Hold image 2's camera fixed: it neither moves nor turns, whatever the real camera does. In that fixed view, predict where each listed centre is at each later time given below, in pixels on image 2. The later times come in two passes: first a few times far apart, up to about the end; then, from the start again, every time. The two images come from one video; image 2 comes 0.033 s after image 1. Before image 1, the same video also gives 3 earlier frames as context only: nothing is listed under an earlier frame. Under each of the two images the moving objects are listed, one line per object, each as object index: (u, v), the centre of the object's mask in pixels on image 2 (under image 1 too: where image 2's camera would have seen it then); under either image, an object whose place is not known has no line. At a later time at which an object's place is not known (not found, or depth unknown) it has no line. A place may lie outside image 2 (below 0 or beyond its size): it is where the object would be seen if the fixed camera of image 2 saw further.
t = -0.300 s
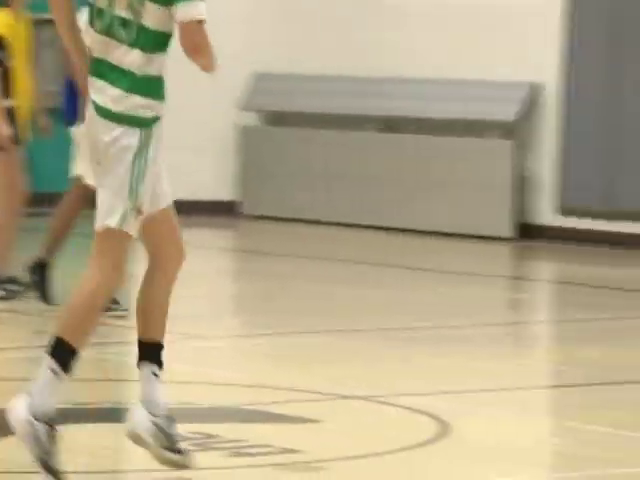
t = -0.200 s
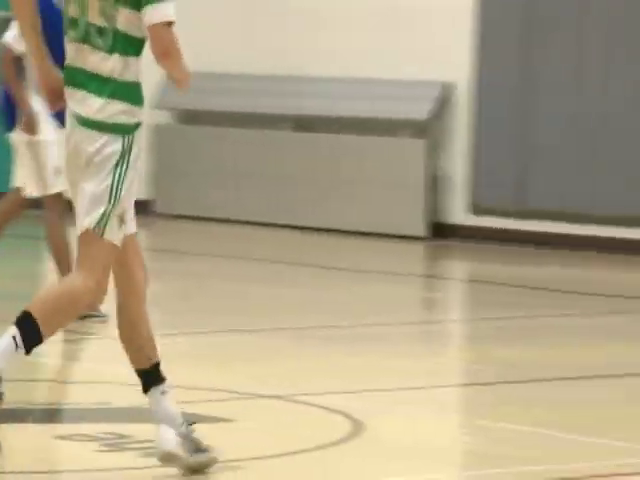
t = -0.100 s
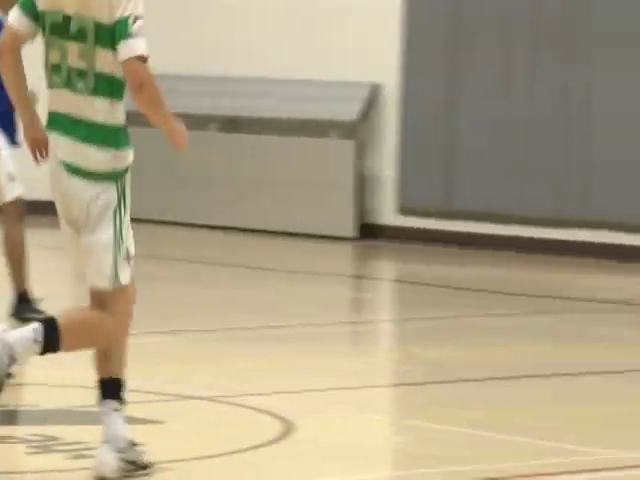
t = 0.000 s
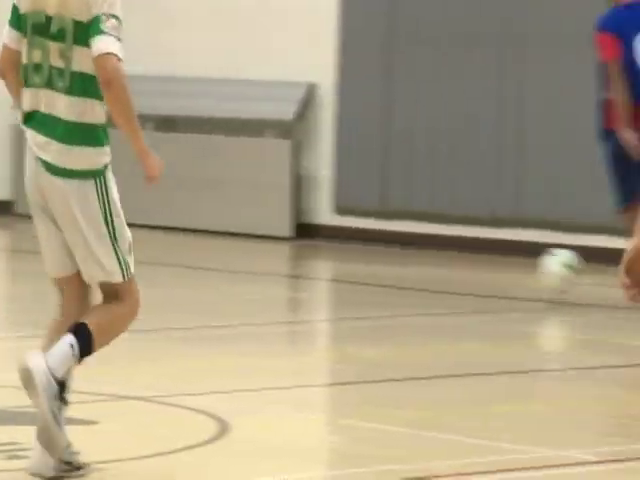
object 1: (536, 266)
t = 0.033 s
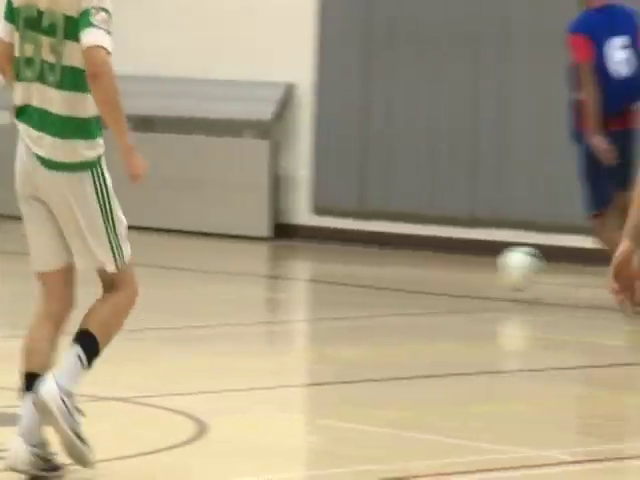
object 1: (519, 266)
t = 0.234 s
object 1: (430, 263)
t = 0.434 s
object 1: (357, 261)
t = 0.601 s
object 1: (301, 257)
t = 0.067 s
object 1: (502, 265)
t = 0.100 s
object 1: (486, 264)
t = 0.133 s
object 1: (469, 274)
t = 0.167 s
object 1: (454, 269)
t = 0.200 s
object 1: (441, 265)
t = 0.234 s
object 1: (430, 263)
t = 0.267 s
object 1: (417, 262)
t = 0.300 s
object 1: (405, 264)
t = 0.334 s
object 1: (391, 268)
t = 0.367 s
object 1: (379, 266)
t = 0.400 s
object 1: (368, 263)
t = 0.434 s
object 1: (357, 261)
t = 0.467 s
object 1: (346, 261)
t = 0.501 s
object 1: (335, 263)
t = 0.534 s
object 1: (323, 263)
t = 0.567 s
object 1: (313, 259)
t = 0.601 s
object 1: (301, 257)
